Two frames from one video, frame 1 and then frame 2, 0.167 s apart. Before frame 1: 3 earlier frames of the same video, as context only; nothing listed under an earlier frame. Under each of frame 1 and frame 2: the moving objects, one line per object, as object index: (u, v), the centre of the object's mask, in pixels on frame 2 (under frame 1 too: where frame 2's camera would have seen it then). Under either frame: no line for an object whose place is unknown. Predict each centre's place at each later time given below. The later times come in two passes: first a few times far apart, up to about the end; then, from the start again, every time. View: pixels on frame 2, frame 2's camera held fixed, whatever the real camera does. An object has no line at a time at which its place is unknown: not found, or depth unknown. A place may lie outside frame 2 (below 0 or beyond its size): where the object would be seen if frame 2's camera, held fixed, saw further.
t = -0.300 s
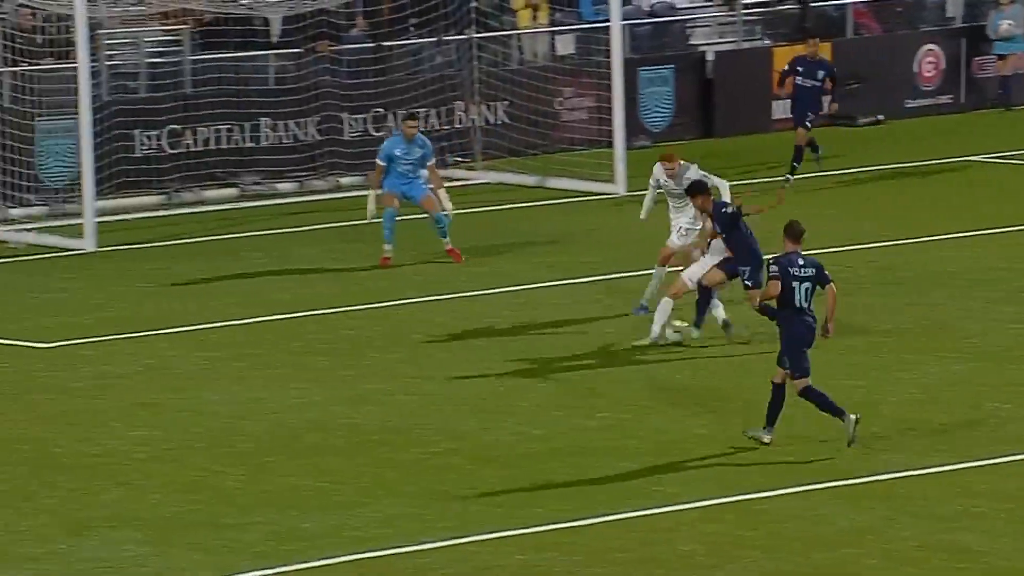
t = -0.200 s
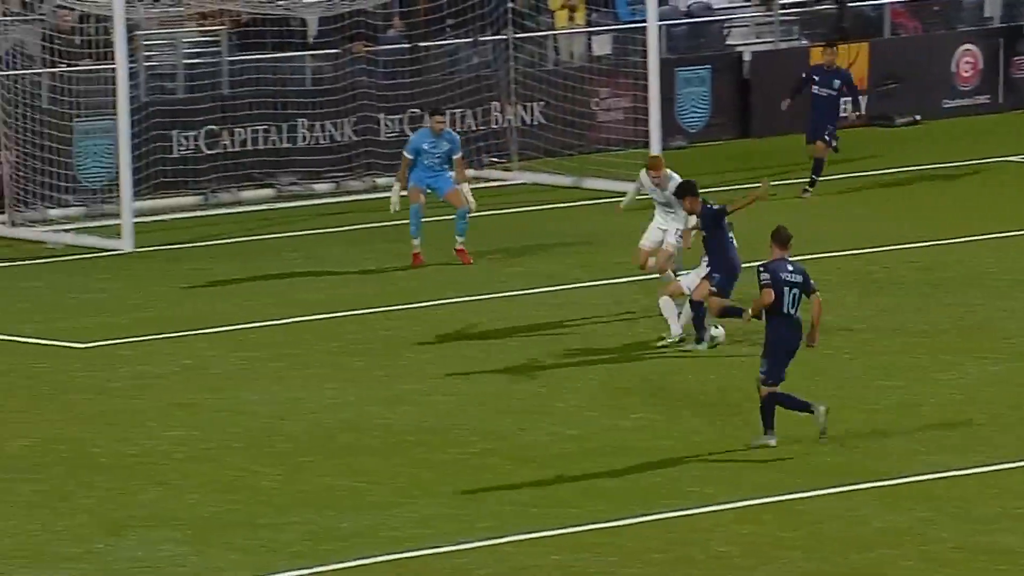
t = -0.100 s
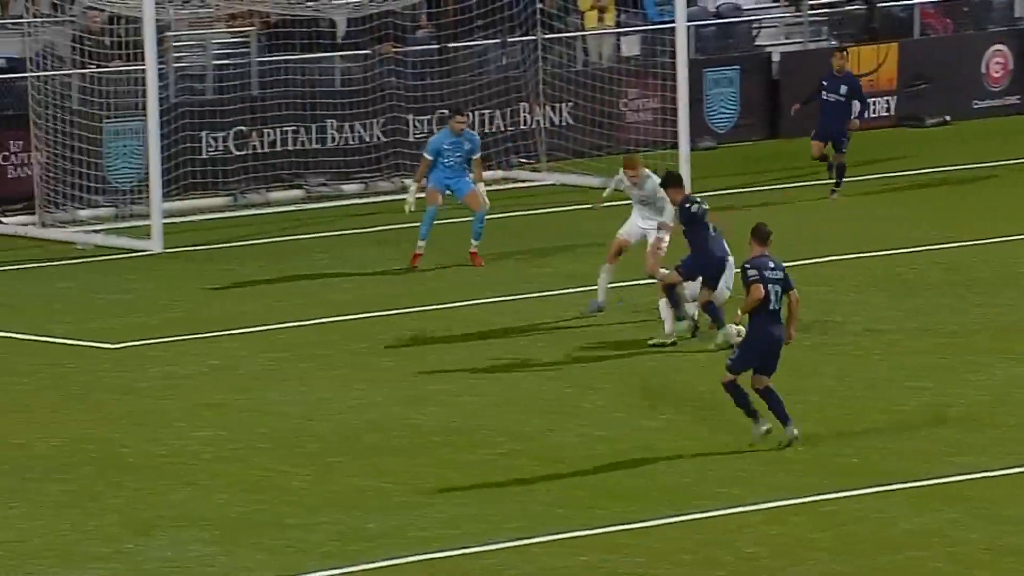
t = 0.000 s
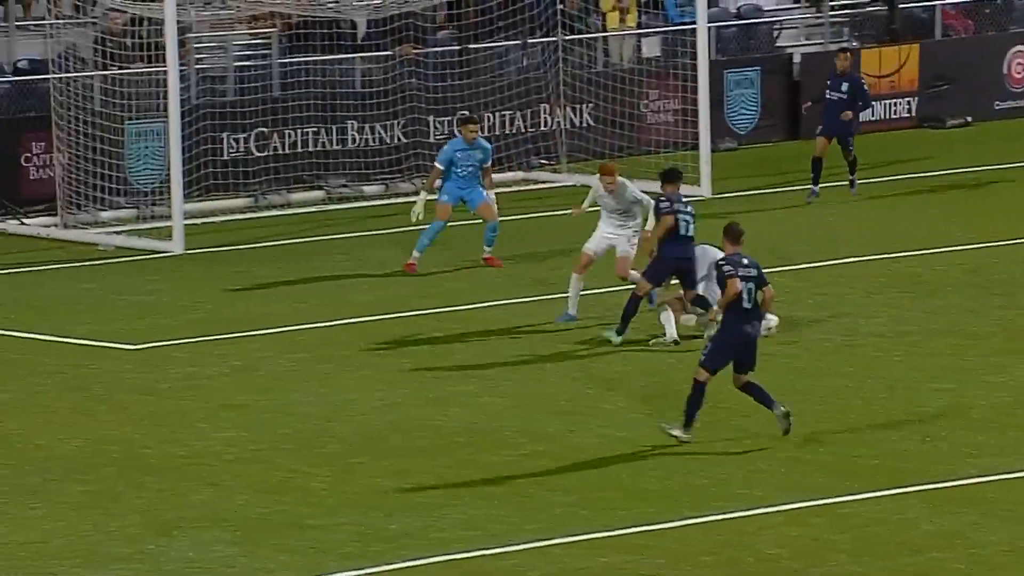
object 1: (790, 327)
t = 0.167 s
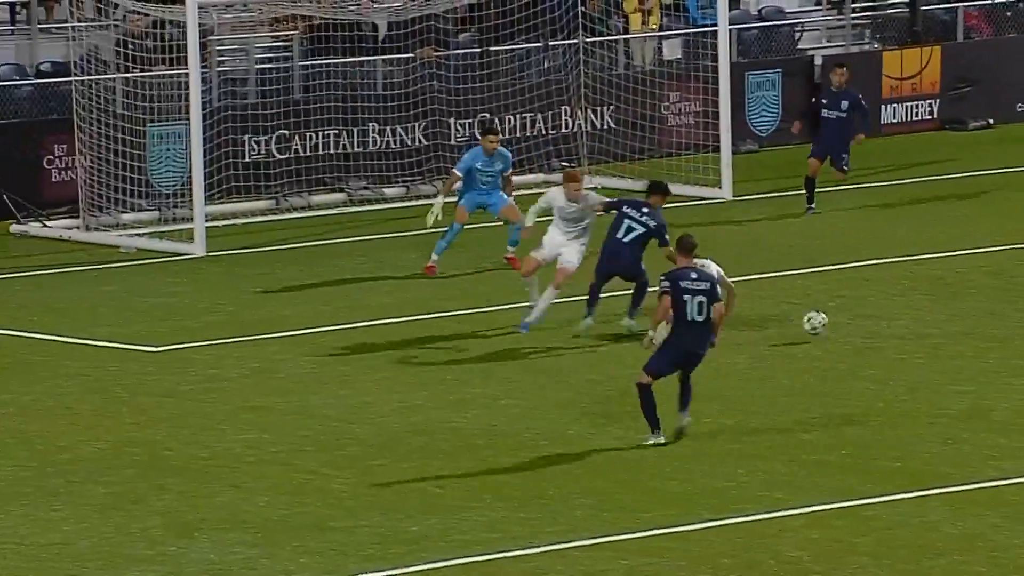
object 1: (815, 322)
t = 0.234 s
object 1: (826, 327)
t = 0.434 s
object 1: (841, 317)
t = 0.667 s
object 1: (856, 313)
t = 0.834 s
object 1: (862, 308)
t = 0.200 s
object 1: (821, 325)
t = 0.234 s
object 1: (826, 327)
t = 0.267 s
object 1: (828, 323)
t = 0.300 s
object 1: (831, 318)
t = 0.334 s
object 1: (833, 317)
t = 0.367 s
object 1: (835, 315)
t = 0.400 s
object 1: (838, 316)
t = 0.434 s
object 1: (841, 317)
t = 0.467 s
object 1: (842, 319)
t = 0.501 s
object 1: (845, 316)
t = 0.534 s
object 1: (847, 314)
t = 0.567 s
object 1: (848, 312)
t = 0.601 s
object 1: (851, 311)
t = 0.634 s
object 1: (854, 311)
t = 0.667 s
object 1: (856, 313)
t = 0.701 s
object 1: (856, 311)
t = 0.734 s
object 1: (858, 309)
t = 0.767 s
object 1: (860, 308)
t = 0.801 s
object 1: (861, 307)
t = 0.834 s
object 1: (862, 308)
